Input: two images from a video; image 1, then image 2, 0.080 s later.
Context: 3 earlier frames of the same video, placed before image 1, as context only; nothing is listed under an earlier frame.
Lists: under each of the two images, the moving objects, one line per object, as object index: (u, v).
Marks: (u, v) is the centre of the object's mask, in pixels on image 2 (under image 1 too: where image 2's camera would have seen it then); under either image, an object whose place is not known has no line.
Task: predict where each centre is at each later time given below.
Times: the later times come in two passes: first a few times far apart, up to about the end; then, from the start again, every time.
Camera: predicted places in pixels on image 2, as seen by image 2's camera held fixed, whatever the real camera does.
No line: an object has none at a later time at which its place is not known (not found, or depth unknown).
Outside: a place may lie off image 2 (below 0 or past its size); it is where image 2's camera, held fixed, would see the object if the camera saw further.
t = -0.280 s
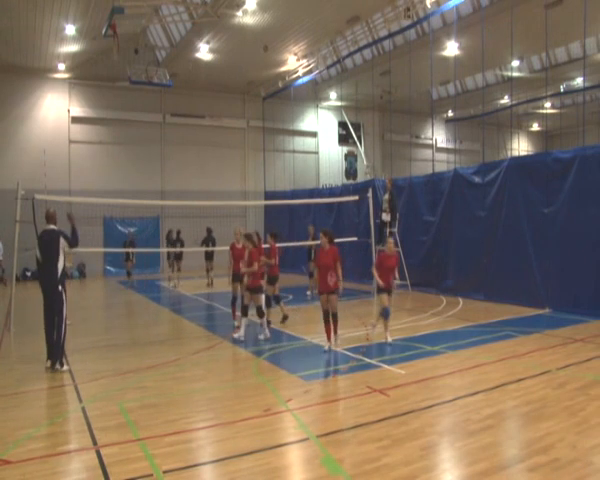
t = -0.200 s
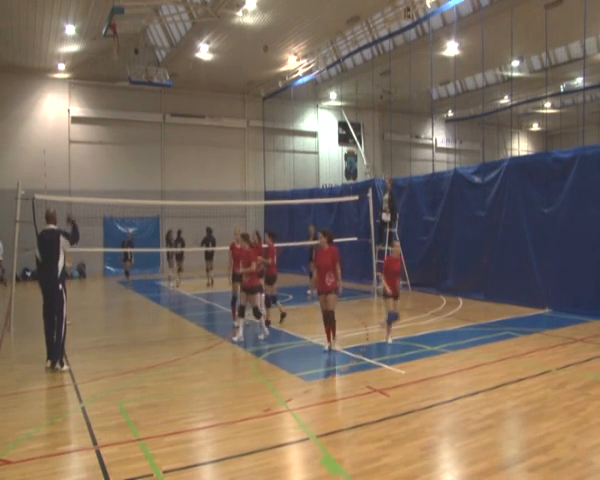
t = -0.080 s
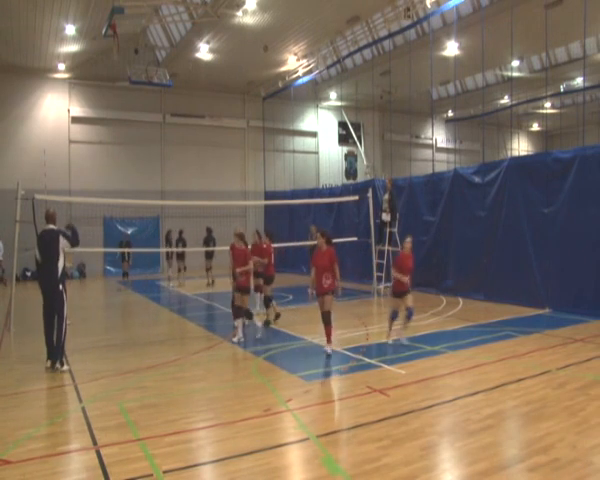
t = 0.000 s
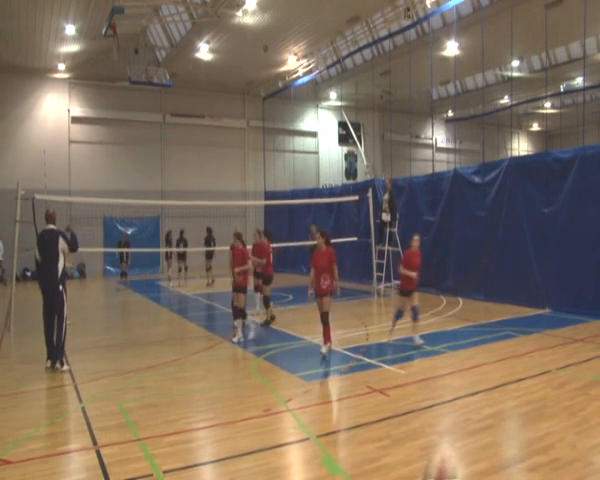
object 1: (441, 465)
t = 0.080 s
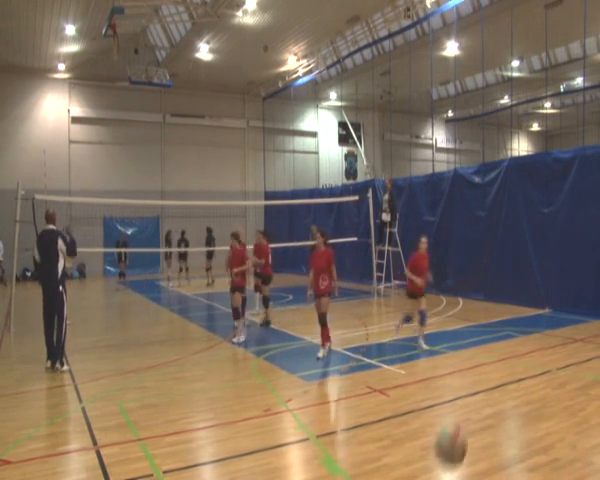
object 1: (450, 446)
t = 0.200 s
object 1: (464, 422)
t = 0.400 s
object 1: (483, 441)
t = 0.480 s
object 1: (488, 463)
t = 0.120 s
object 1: (455, 435)
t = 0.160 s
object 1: (460, 427)
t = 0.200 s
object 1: (464, 422)
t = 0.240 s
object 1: (468, 419)
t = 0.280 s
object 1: (473, 421)
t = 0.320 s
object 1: (476, 425)
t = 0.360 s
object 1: (480, 431)
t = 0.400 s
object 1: (483, 441)
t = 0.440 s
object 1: (486, 451)
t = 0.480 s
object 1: (488, 463)
